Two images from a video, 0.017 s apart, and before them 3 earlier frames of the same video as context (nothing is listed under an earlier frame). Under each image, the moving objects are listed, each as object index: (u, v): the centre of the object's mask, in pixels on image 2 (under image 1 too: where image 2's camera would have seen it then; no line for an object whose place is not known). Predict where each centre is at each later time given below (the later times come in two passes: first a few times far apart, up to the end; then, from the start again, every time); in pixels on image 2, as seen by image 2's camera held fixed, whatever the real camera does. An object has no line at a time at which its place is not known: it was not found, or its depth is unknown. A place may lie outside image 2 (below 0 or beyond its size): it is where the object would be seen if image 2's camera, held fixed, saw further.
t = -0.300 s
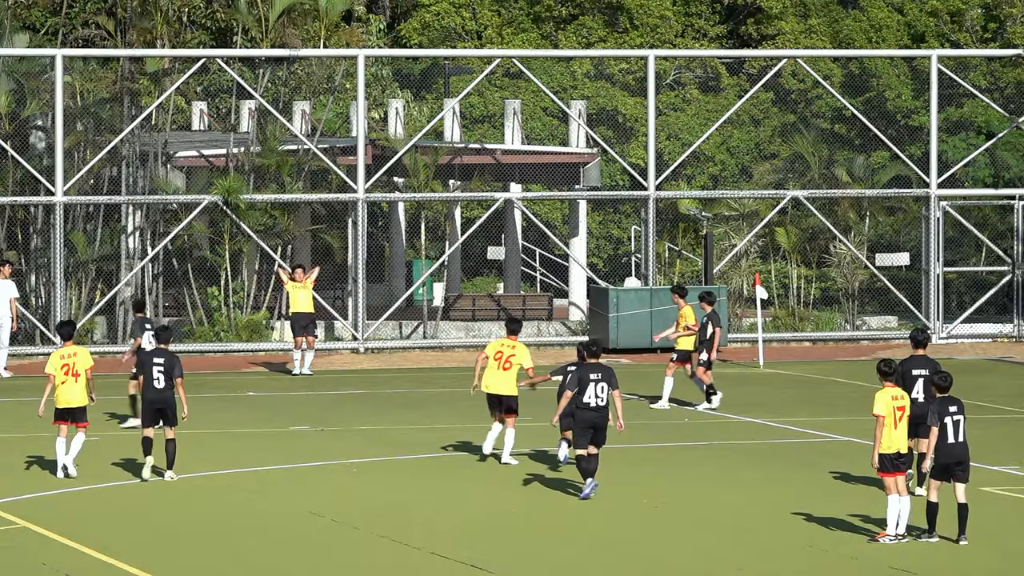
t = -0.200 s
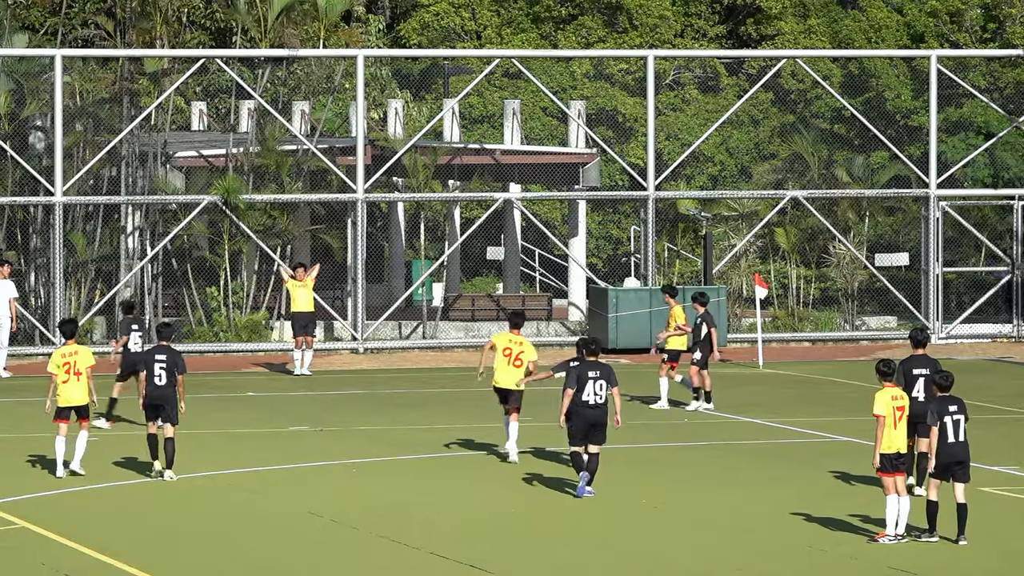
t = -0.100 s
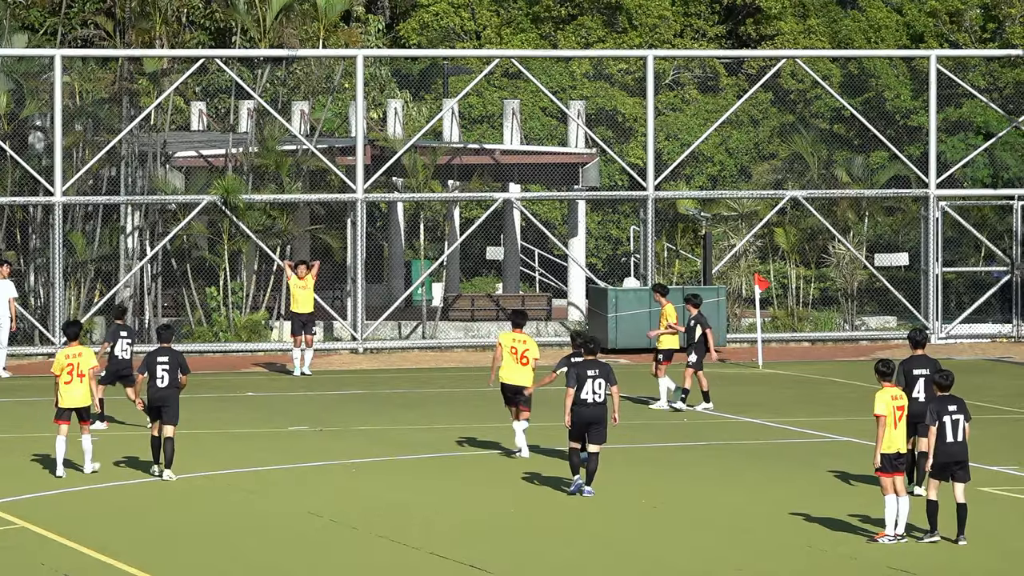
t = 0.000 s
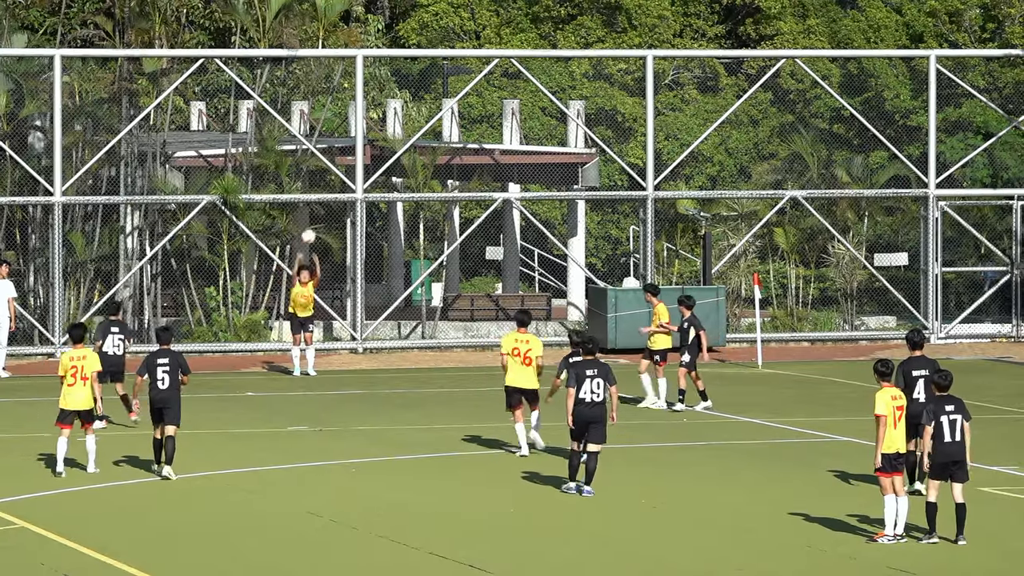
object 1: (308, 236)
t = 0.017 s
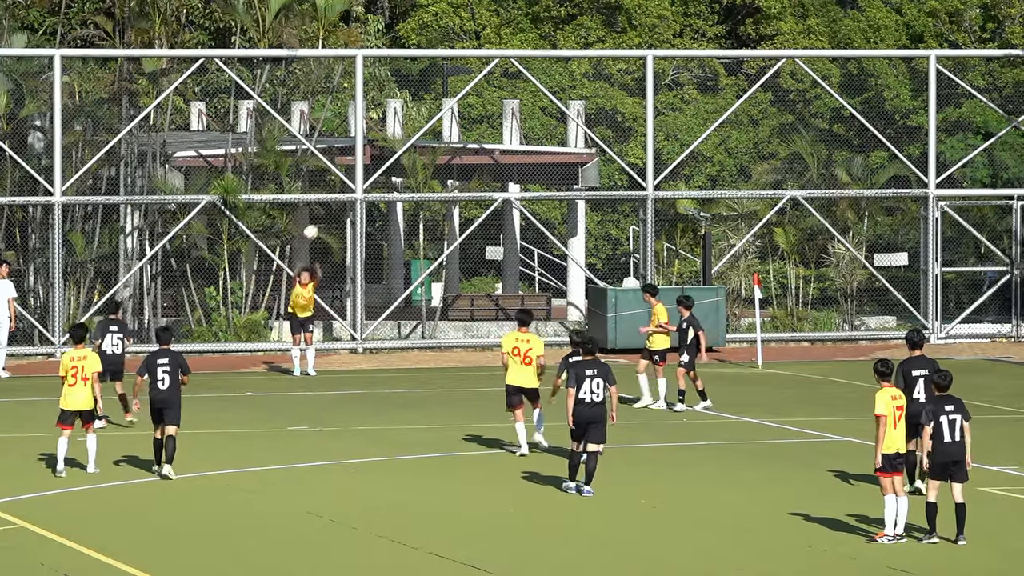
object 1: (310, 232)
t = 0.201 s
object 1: (338, 198)
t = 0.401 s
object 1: (375, 186)
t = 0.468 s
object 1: (389, 187)
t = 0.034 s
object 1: (313, 228)
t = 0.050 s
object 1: (315, 224)
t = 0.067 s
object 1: (317, 220)
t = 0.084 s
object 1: (320, 217)
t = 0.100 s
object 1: (322, 214)
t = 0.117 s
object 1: (324, 210)
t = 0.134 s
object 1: (327, 208)
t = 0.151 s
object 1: (329, 205)
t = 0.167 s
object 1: (332, 203)
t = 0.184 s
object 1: (334, 201)
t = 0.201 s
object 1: (338, 198)
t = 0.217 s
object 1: (340, 196)
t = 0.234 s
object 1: (343, 194)
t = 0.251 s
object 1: (346, 192)
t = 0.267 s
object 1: (348, 191)
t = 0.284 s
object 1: (351, 190)
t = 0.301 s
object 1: (354, 189)
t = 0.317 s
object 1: (358, 189)
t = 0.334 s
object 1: (362, 187)
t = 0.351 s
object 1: (365, 186)
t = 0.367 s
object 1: (369, 186)
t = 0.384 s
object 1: (372, 185)
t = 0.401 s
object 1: (375, 186)
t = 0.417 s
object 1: (378, 186)
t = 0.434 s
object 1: (382, 186)
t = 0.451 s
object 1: (385, 186)
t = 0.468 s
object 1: (389, 187)
